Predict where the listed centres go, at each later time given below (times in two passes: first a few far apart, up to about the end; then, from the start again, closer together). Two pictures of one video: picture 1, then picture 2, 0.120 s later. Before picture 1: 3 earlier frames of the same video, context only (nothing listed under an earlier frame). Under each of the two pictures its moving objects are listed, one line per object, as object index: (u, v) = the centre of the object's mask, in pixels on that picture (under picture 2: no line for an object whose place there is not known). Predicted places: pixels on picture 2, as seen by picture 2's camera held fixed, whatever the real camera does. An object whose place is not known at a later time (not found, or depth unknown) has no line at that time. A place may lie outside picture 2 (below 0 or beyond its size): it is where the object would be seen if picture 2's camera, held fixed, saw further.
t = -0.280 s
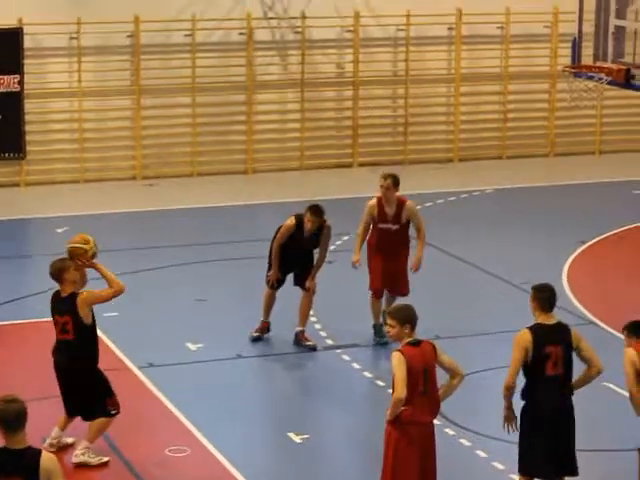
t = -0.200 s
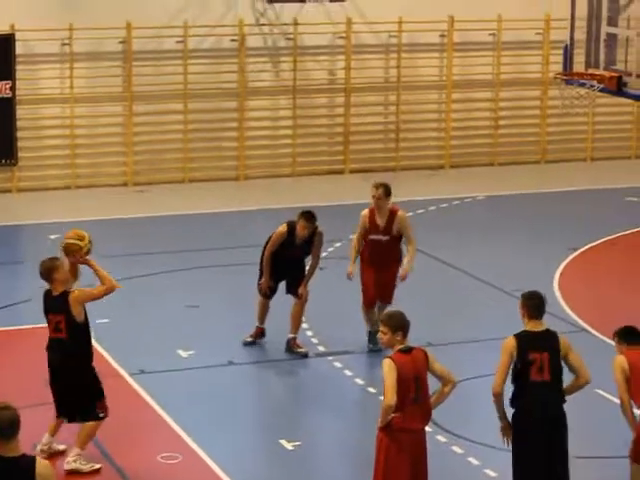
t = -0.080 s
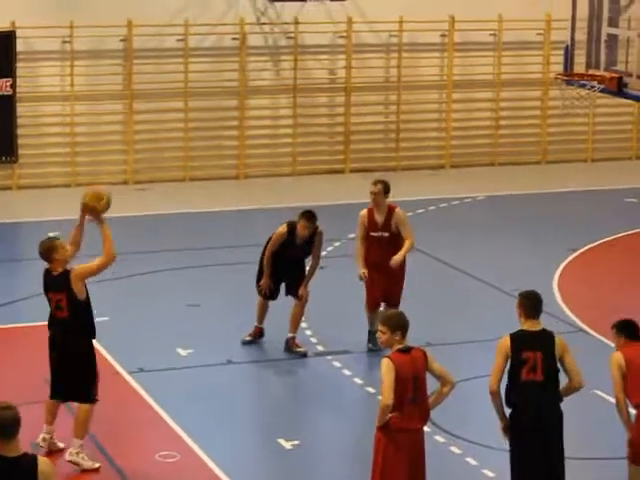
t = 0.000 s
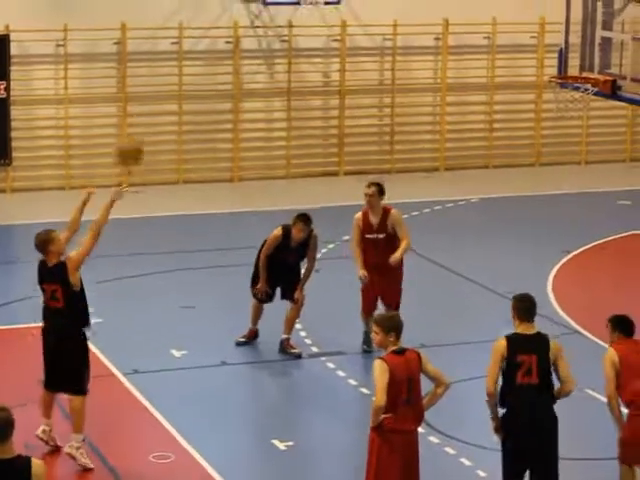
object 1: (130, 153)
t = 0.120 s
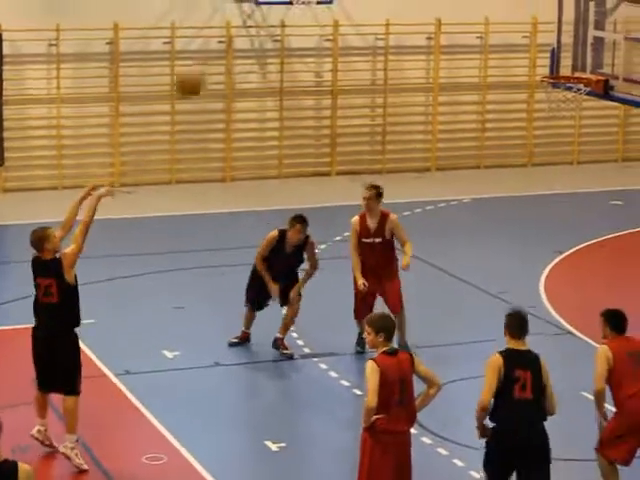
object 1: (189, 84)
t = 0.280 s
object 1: (275, 21)
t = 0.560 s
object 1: (419, -8)
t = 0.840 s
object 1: (551, 43)
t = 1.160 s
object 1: (511, 35)
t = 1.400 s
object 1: (433, 67)
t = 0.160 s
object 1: (212, 64)
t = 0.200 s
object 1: (233, 49)
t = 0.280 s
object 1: (275, 21)
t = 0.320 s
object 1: (298, 10)
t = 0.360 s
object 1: (319, 2)
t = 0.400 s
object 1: (339, 0)
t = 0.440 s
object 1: (360, -5)
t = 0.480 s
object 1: (379, -8)
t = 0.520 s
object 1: (399, -9)
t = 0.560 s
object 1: (419, -8)
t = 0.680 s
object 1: (477, 0)
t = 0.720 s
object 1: (496, 7)
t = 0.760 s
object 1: (514, 17)
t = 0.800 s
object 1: (533, 29)
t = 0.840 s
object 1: (551, 43)
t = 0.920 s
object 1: (580, 66)
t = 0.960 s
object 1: (570, 62)
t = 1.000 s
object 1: (558, 50)
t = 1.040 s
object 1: (548, 45)
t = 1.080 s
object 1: (536, 39)
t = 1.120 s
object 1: (524, 36)
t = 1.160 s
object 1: (511, 35)
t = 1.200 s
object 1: (498, 34)
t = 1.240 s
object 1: (486, 36)
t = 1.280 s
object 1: (473, 41)
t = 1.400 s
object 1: (433, 67)
